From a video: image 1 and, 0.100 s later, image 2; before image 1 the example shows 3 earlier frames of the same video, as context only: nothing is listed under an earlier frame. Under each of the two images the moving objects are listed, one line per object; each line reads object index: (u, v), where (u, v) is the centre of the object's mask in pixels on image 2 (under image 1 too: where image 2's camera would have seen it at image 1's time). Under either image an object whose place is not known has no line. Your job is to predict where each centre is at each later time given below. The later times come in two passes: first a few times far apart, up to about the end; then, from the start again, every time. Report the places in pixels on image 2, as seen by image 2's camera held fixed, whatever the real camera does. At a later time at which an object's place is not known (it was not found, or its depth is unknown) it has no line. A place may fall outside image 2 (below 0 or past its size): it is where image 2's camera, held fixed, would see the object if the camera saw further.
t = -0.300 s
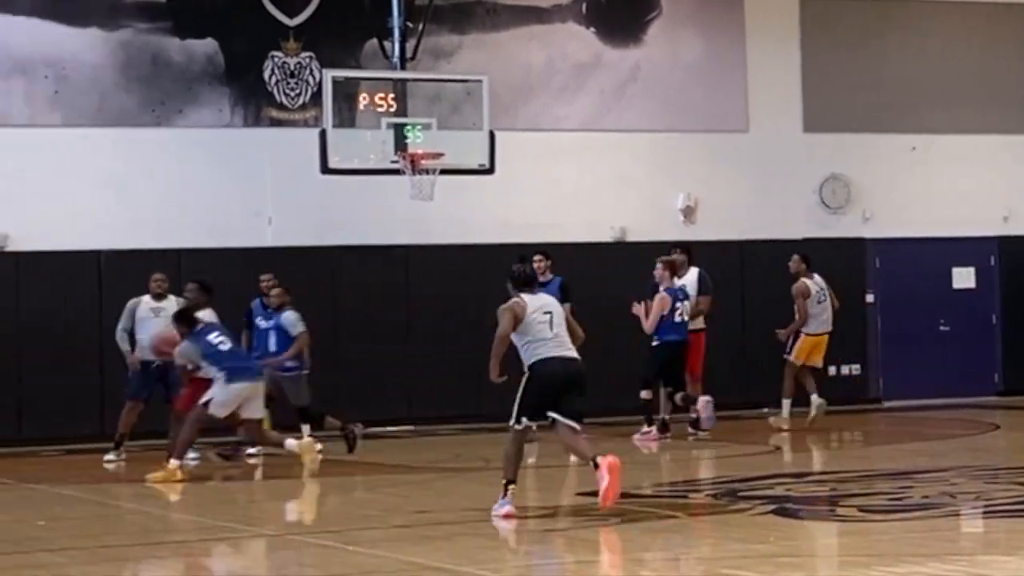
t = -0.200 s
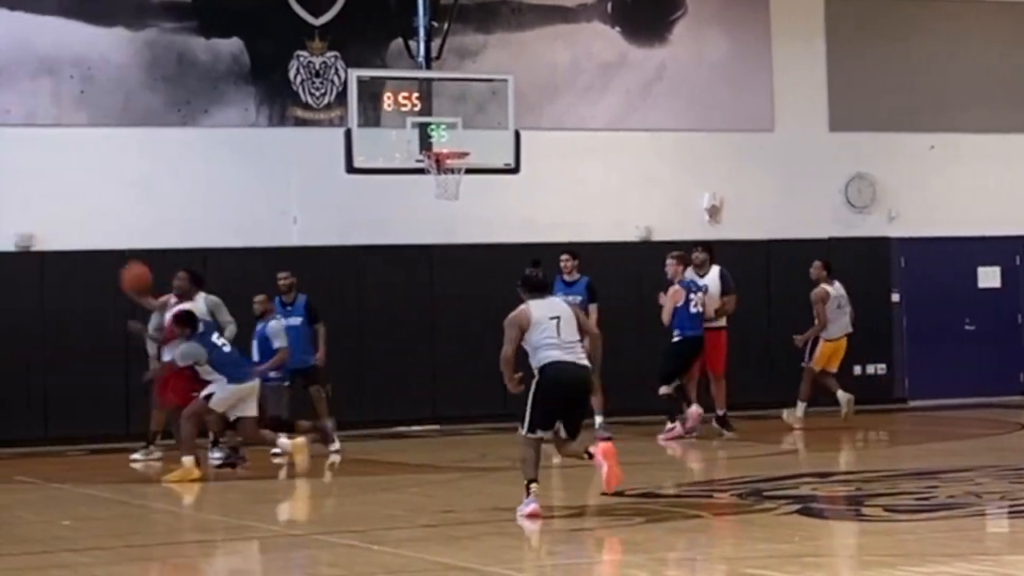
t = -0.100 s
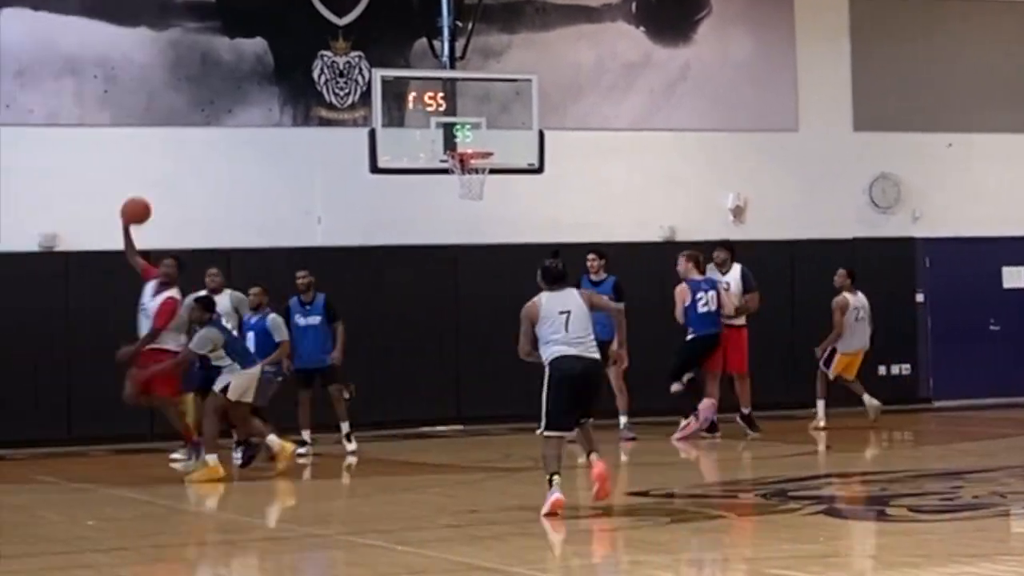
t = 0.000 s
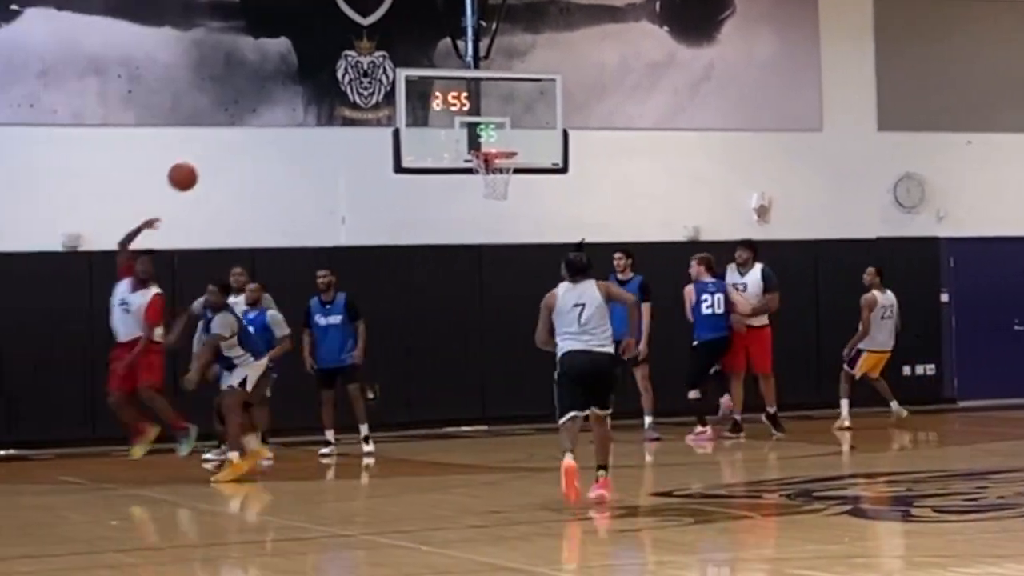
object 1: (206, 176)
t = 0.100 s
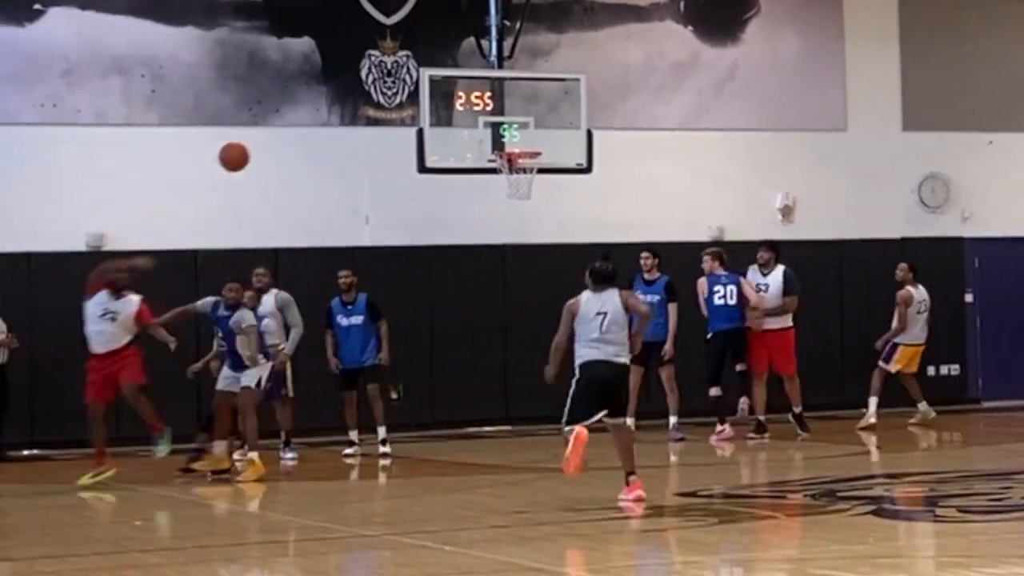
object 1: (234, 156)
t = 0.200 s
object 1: (263, 148)
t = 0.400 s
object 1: (328, 167)
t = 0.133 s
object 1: (244, 152)
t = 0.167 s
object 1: (253, 149)
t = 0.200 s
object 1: (263, 148)
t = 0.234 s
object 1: (274, 147)
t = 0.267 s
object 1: (284, 149)
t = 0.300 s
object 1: (295, 151)
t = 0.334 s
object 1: (306, 155)
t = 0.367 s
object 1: (317, 160)
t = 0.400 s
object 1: (328, 167)
